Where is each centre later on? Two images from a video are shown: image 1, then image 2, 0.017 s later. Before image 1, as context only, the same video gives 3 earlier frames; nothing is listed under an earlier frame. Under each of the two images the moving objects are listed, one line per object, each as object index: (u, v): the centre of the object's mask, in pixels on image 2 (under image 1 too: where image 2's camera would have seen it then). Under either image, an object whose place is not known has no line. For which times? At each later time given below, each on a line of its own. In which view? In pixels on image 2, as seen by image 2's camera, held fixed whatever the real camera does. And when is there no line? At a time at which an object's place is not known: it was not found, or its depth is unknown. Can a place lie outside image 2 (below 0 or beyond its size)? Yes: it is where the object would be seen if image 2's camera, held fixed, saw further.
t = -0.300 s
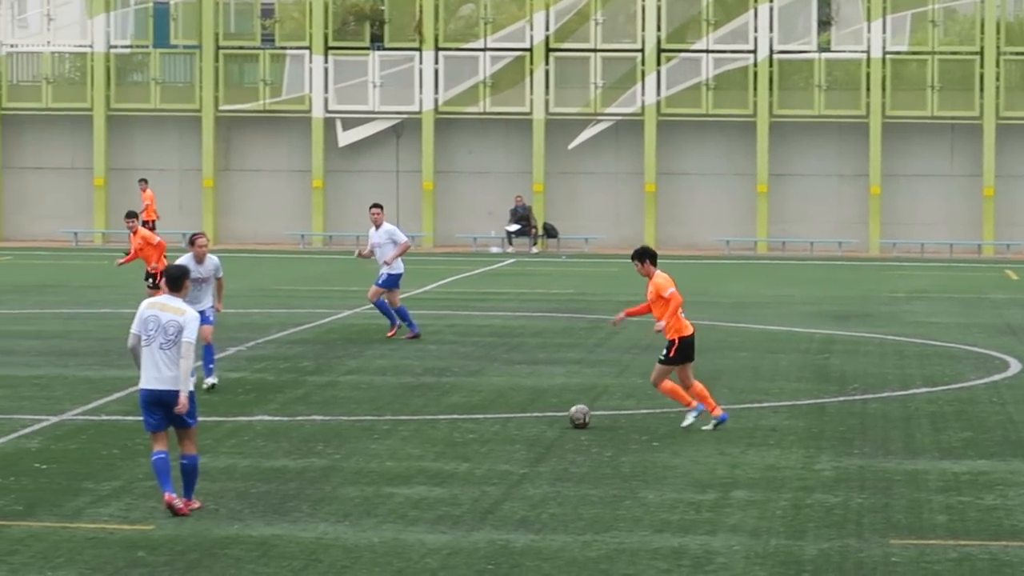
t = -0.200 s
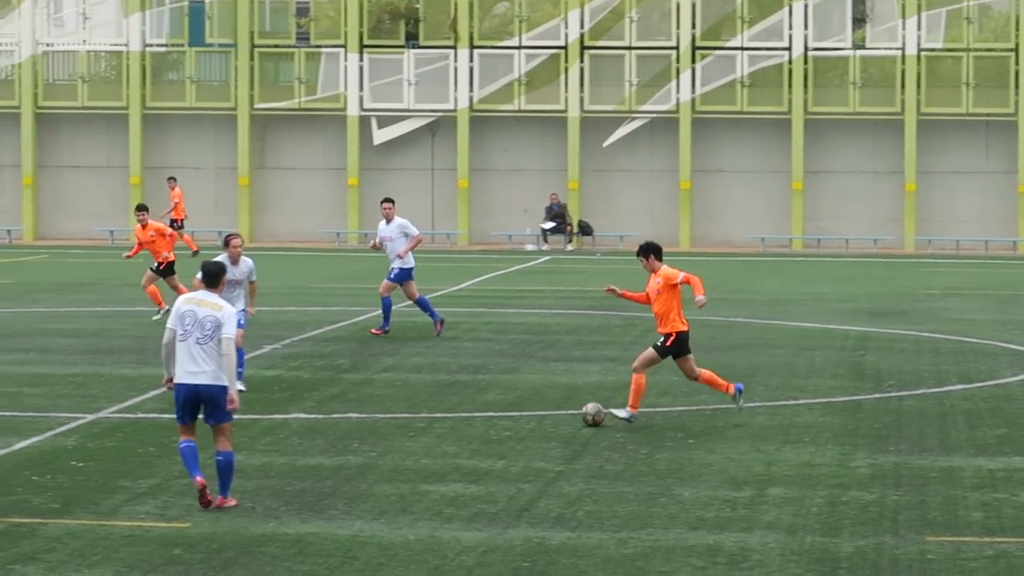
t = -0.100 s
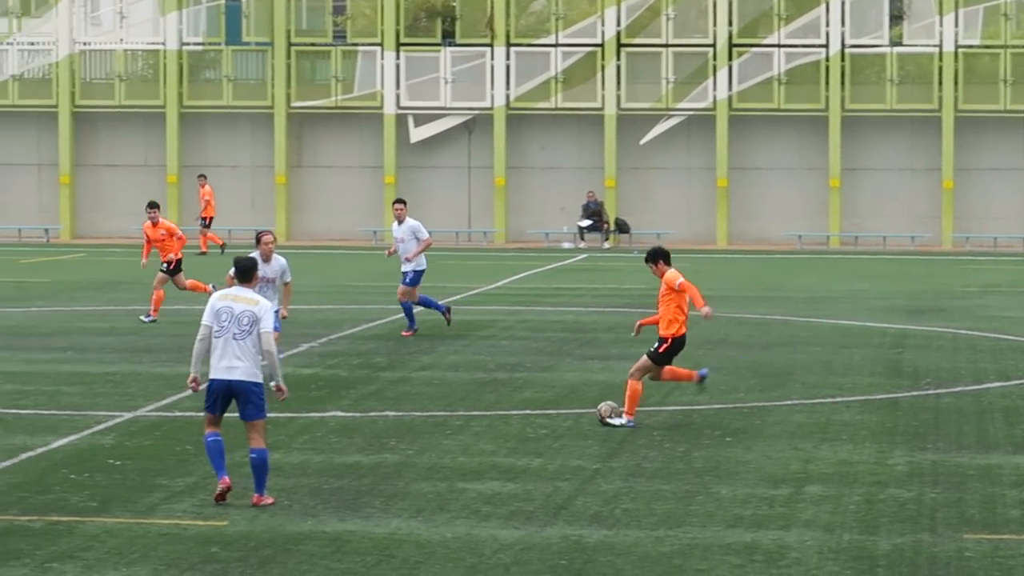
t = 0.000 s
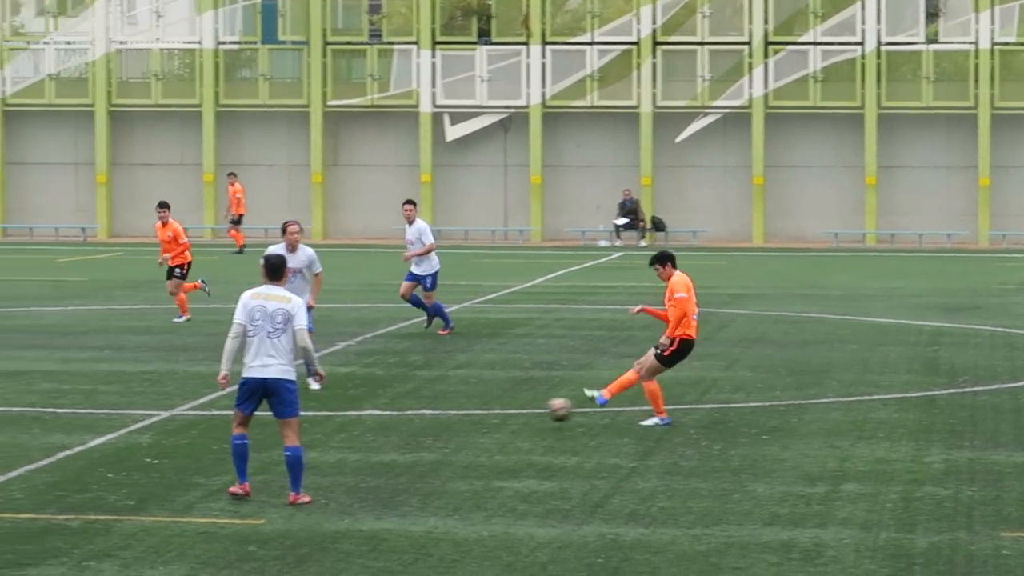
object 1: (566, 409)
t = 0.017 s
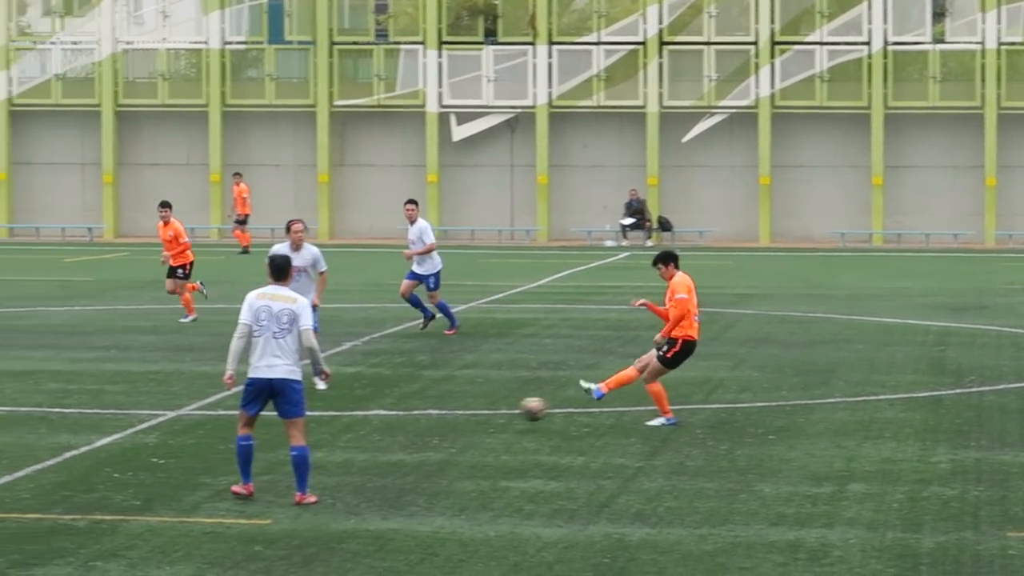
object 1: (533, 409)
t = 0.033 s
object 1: (501, 408)
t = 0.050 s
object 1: (468, 409)
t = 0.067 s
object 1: (434, 409)
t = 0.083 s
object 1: (401, 410)
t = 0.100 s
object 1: (366, 412)
